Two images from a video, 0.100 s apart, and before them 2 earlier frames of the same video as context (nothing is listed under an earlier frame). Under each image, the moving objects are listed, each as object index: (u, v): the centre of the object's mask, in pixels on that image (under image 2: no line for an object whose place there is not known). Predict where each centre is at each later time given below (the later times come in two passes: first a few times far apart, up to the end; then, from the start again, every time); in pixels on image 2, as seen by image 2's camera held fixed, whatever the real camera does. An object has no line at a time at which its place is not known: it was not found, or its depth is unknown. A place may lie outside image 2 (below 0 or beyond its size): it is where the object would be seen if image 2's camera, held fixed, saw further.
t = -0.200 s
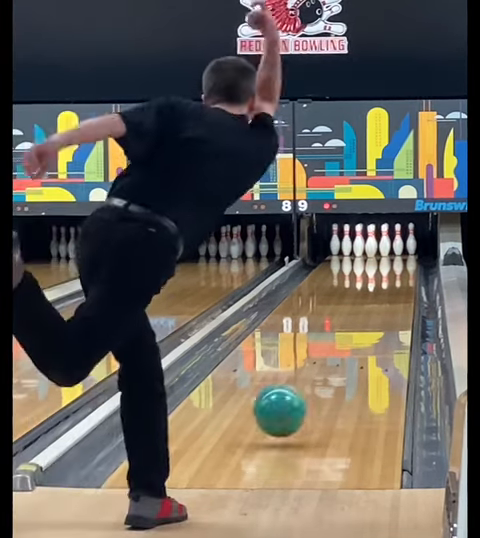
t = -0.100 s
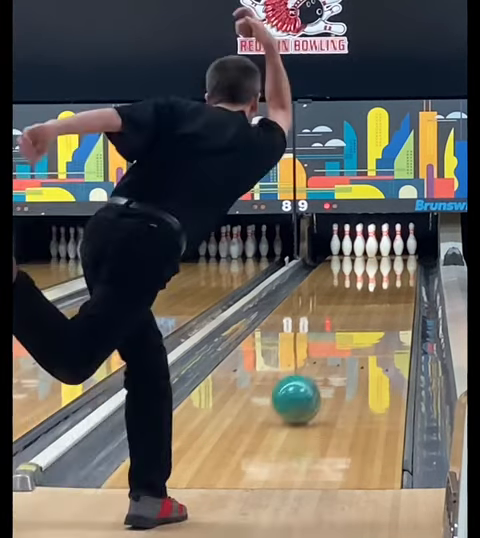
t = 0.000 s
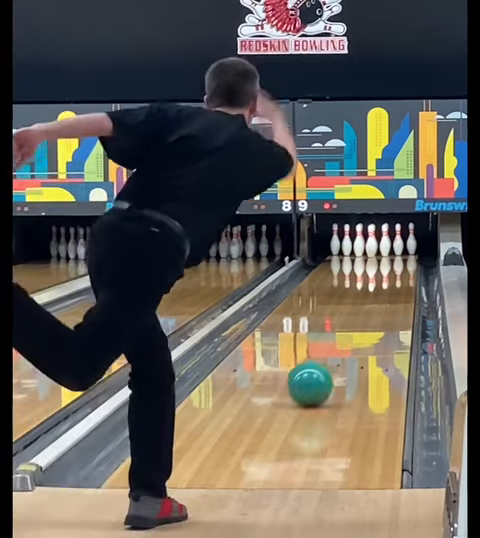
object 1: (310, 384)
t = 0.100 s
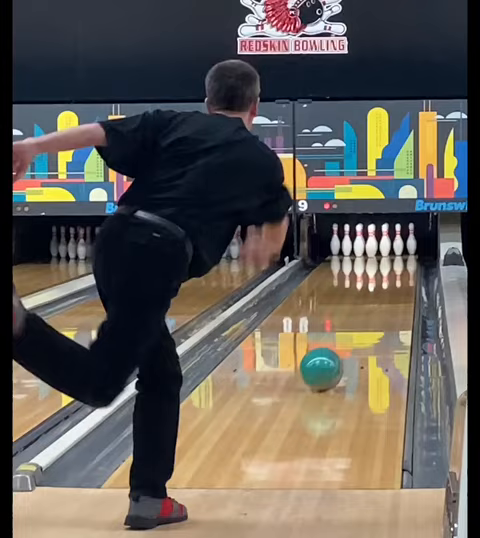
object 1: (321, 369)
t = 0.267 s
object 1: (337, 349)
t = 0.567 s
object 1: (359, 322)
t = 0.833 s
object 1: (371, 304)
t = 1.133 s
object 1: (382, 288)
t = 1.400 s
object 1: (387, 276)
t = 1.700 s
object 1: (390, 265)
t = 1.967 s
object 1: (388, 258)
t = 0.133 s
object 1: (324, 365)
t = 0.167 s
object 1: (328, 360)
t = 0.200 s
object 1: (331, 356)
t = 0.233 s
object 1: (334, 352)
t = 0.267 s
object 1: (337, 349)
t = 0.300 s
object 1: (340, 345)
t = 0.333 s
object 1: (342, 342)
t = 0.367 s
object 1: (345, 339)
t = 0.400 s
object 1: (348, 336)
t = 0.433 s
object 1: (350, 332)
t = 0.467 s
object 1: (352, 330)
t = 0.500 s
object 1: (354, 328)
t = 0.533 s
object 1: (355, 325)
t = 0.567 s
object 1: (359, 322)
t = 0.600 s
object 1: (361, 319)
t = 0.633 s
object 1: (362, 316)
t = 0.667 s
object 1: (363, 314)
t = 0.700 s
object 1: (365, 314)
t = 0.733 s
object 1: (367, 310)
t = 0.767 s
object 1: (369, 307)
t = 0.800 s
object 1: (370, 305)
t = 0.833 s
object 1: (371, 304)
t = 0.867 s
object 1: (372, 302)
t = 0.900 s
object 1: (373, 300)
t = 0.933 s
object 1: (376, 298)
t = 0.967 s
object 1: (377, 295)
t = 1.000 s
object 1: (378, 293)
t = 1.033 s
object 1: (379, 292)
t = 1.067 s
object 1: (380, 291)
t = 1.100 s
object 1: (381, 290)
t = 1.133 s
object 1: (382, 288)
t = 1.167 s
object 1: (383, 285)
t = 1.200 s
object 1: (383, 283)
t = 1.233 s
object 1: (384, 282)
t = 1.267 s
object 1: (386, 281)
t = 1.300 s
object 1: (386, 280)
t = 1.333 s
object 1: (387, 279)
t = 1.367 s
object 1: (387, 277)
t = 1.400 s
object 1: (387, 276)
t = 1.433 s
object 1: (389, 274)
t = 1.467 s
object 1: (389, 273)
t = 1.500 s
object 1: (389, 272)
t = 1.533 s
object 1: (389, 271)
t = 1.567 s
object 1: (390, 270)
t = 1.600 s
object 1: (390, 268)
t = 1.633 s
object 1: (390, 267)
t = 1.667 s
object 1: (390, 267)
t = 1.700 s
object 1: (390, 265)
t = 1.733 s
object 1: (390, 264)
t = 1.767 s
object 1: (390, 263)
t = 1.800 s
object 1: (390, 262)
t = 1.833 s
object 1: (389, 261)
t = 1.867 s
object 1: (389, 260)
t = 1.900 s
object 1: (389, 259)
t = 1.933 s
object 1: (388, 258)
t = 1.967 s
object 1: (388, 258)
